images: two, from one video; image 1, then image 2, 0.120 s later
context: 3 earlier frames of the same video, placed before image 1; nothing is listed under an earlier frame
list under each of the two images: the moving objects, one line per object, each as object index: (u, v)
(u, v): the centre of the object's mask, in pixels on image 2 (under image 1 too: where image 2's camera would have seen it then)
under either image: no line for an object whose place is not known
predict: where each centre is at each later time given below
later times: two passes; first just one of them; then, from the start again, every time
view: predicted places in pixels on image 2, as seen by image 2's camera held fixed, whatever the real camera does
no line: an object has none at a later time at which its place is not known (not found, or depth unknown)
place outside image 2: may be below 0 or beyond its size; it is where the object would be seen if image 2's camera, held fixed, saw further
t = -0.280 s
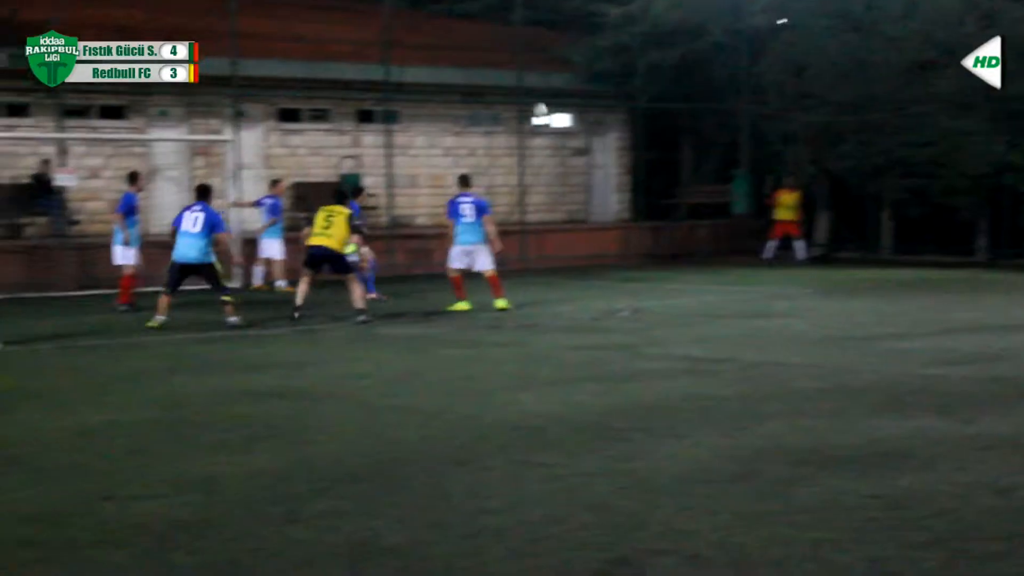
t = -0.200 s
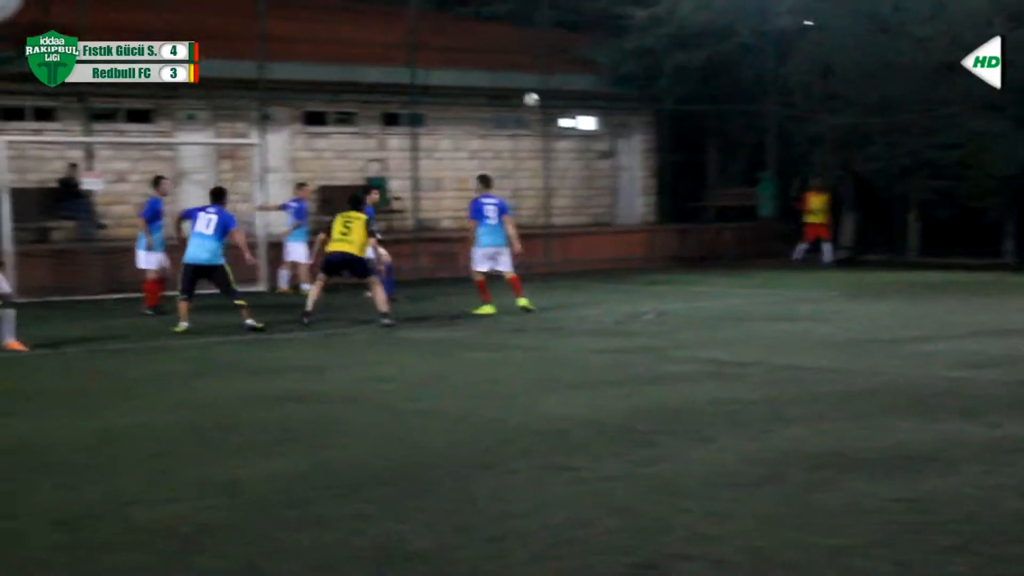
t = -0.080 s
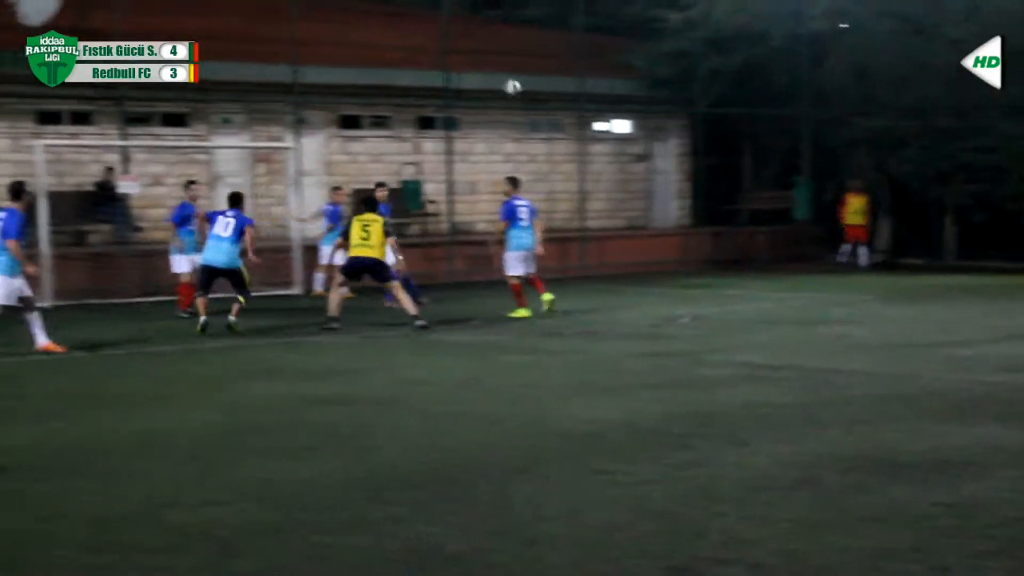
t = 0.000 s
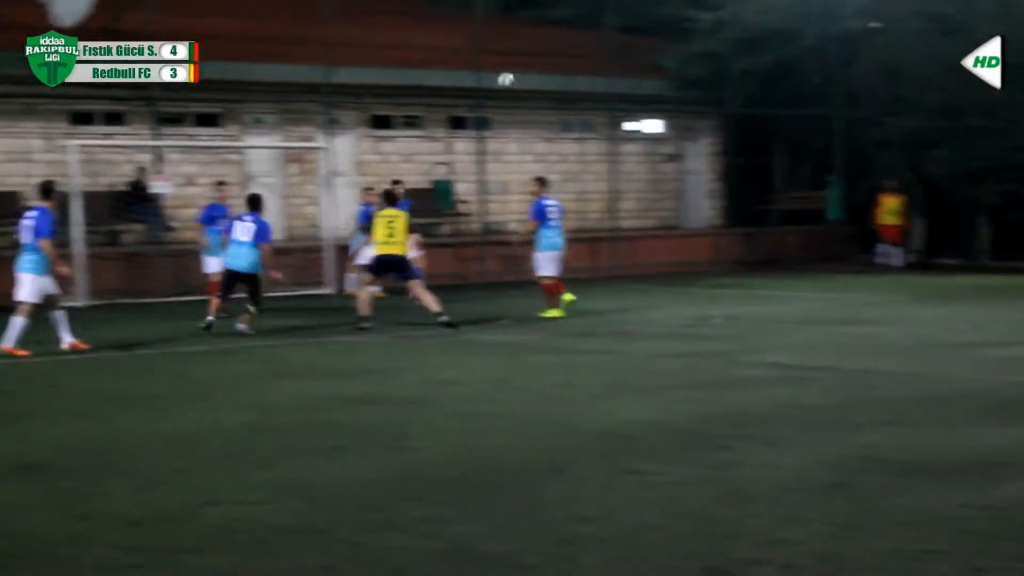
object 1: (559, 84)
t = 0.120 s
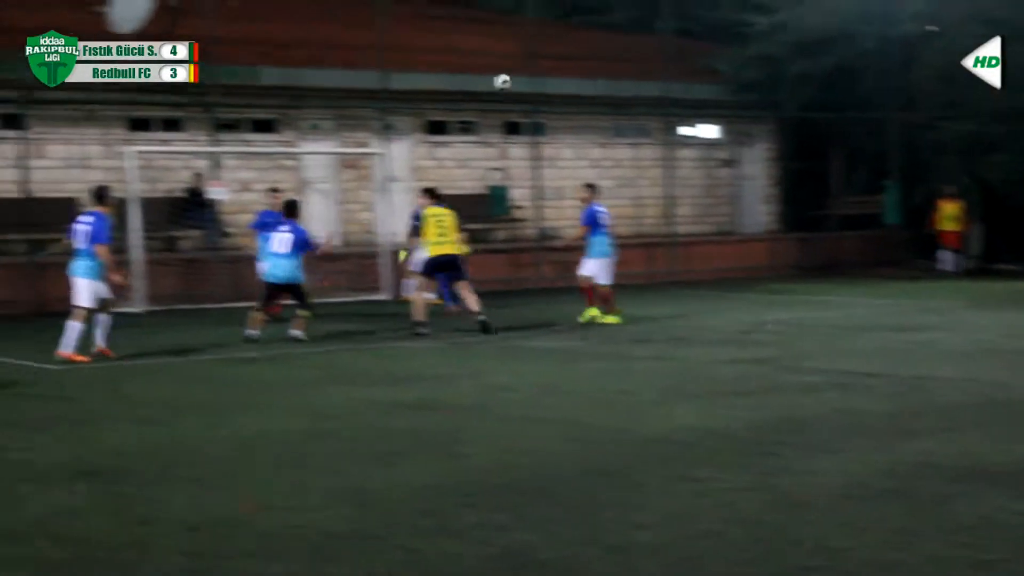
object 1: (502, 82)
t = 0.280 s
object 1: (421, 90)
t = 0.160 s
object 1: (482, 81)
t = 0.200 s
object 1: (462, 83)
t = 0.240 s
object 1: (442, 87)
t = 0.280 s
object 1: (421, 90)
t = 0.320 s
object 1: (399, 95)
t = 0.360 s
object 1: (376, 101)
